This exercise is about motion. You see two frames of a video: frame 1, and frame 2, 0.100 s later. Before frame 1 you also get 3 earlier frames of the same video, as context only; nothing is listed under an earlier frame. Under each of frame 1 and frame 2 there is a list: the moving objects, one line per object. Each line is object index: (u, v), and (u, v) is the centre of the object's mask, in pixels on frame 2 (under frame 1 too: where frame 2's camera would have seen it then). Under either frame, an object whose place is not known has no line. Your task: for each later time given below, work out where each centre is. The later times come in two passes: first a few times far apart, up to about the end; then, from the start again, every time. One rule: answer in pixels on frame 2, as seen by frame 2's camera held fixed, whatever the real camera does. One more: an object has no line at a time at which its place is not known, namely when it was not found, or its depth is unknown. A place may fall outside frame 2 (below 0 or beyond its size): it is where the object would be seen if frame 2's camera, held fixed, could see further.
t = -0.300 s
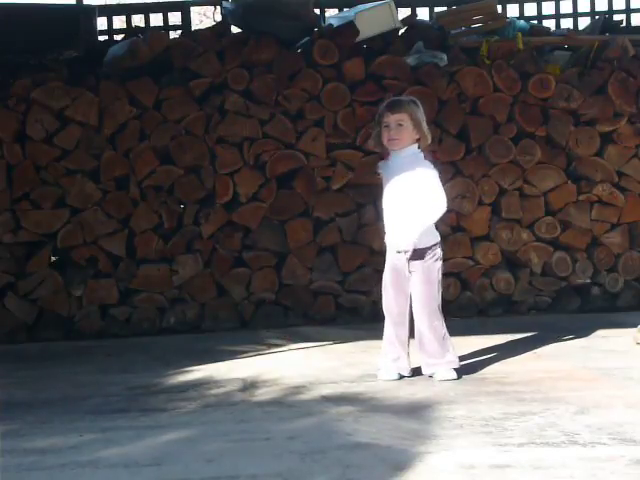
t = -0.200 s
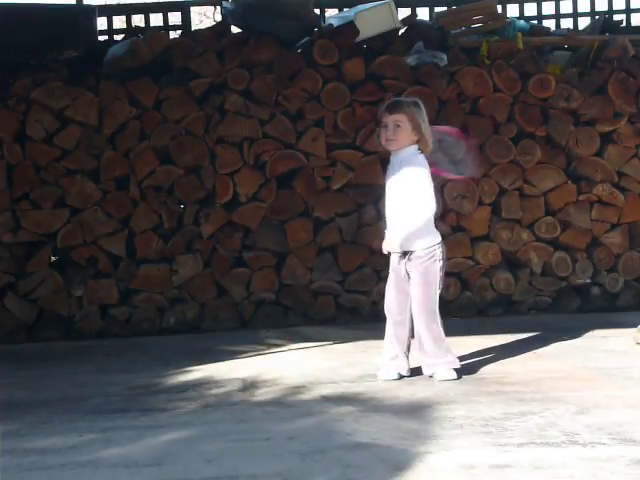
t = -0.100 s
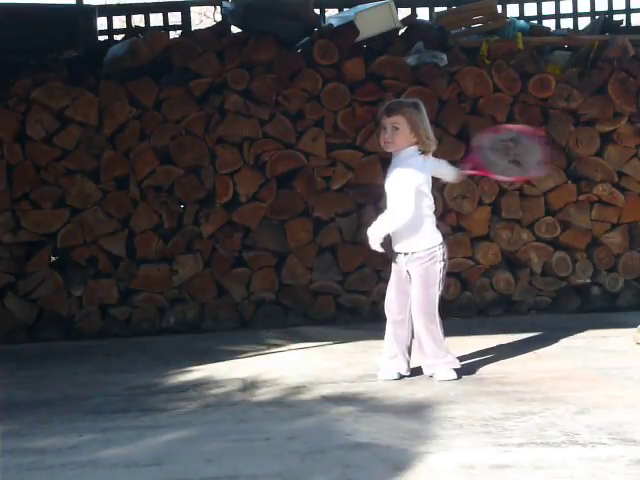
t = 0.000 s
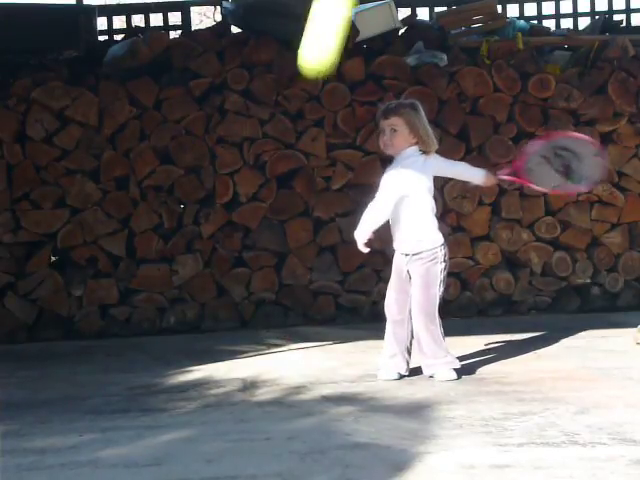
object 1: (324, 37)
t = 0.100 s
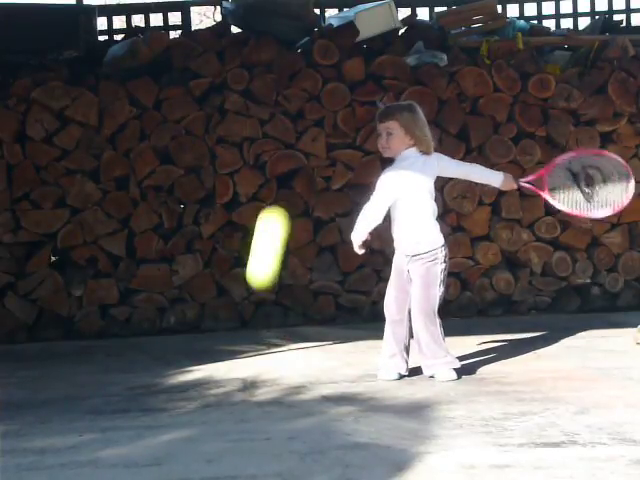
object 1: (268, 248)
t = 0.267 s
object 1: (221, 412)
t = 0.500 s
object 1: (210, 154)
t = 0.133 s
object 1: (254, 310)
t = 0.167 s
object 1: (243, 369)
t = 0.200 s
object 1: (233, 428)
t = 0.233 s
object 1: (224, 463)
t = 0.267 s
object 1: (221, 412)
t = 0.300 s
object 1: (218, 350)
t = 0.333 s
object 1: (217, 308)
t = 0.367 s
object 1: (215, 266)
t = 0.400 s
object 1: (213, 231)
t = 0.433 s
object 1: (212, 200)
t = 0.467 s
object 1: (211, 175)
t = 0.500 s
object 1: (210, 154)
